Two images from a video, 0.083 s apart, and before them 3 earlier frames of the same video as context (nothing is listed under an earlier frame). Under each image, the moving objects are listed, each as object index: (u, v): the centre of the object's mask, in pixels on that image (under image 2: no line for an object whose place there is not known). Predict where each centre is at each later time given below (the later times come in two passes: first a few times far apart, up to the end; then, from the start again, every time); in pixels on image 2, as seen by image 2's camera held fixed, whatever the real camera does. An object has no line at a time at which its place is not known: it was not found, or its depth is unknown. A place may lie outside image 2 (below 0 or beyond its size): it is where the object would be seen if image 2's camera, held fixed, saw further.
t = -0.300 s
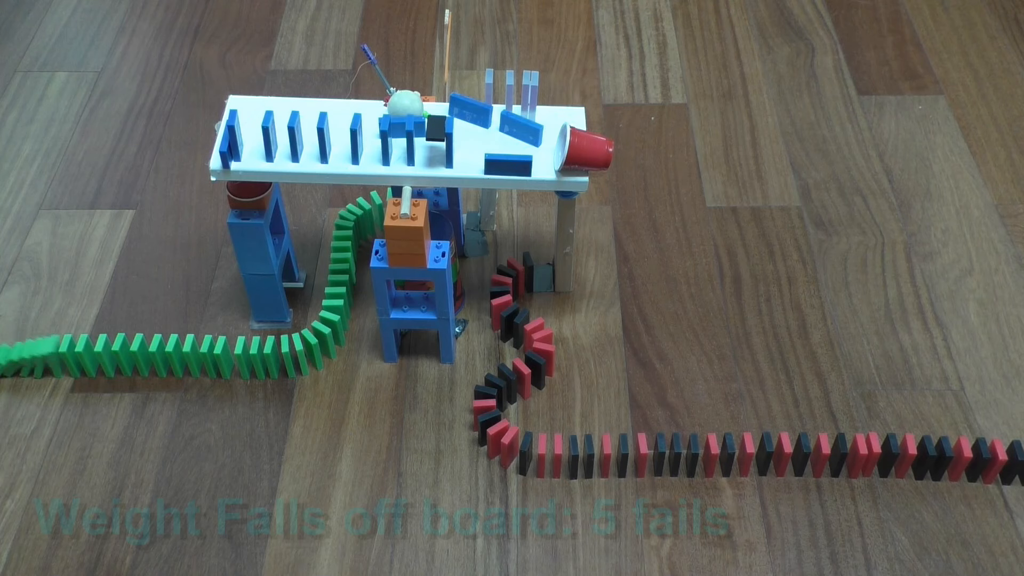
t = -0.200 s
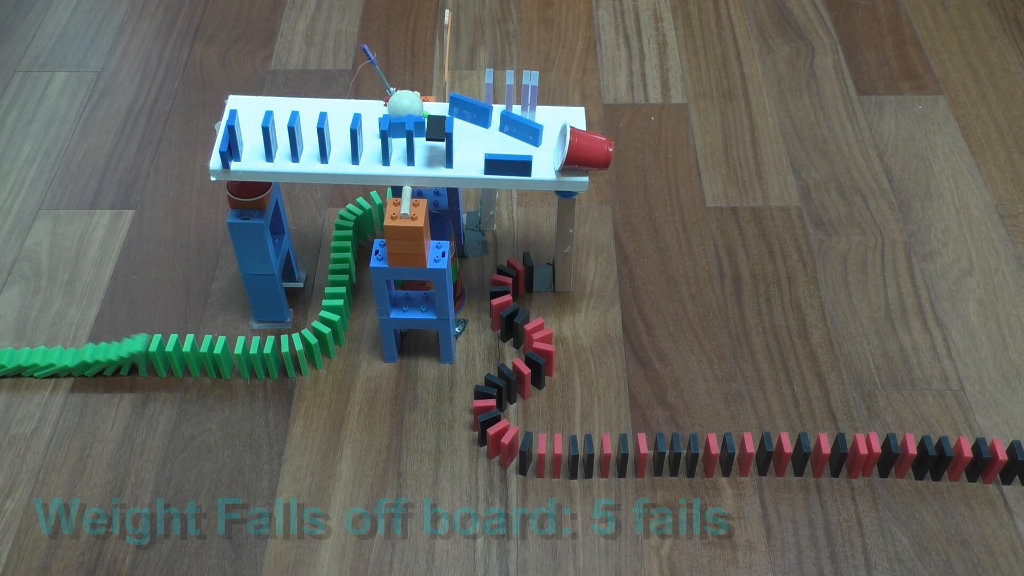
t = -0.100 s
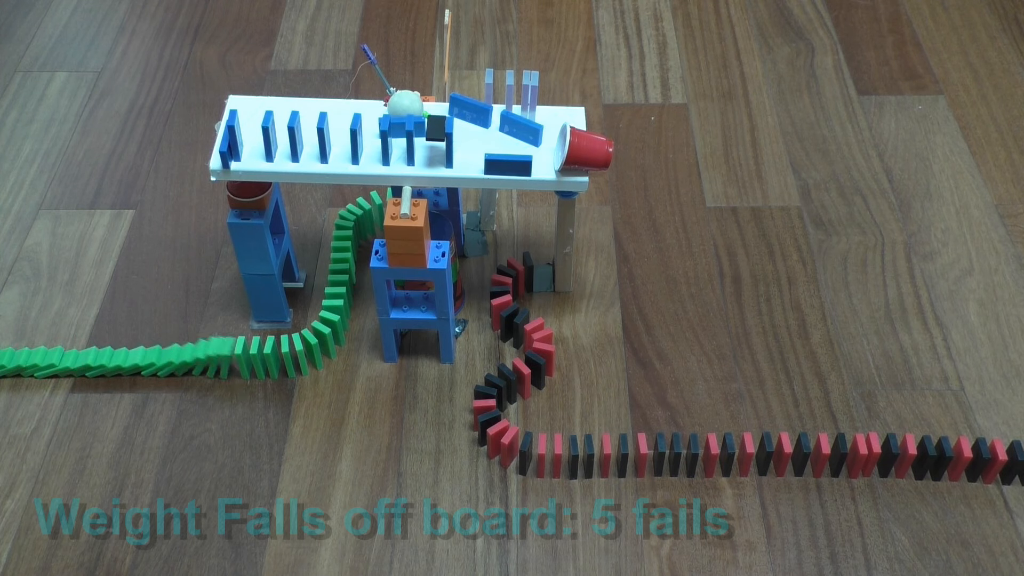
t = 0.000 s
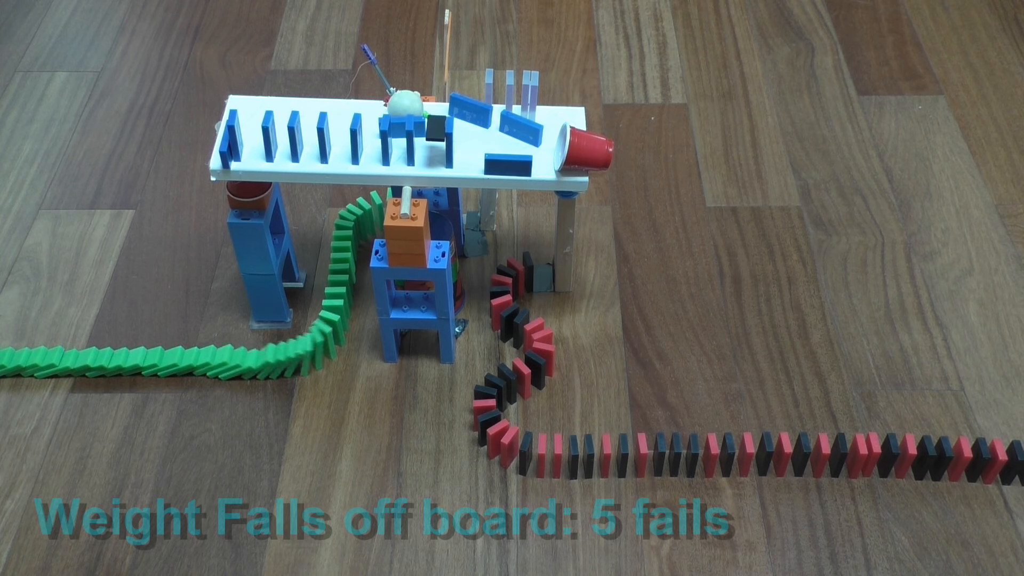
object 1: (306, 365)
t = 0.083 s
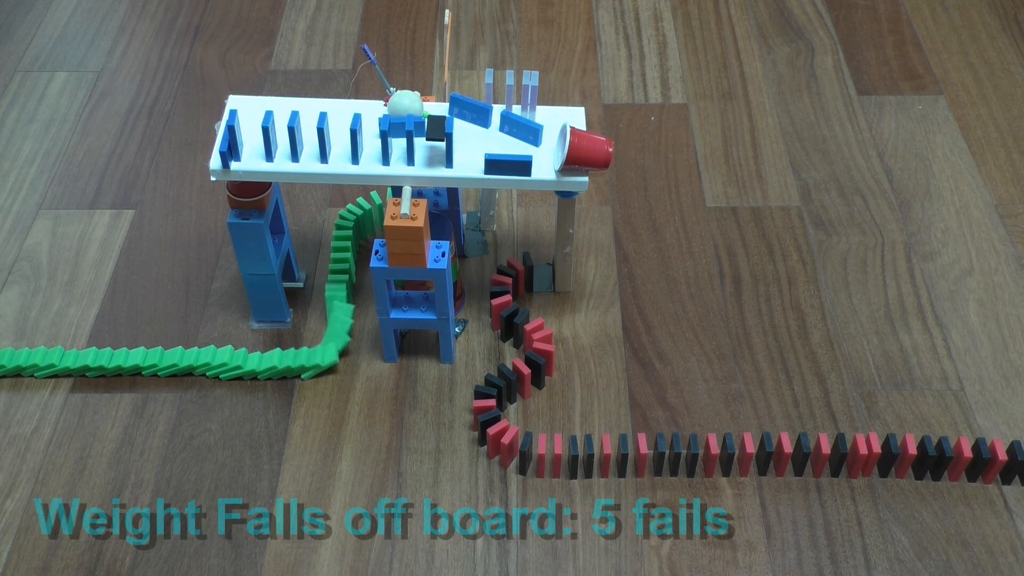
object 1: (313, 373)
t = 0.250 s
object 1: (317, 377)
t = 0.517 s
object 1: (325, 371)
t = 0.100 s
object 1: (313, 374)
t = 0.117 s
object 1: (311, 376)
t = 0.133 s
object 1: (311, 376)
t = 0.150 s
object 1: (313, 376)
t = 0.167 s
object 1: (313, 376)
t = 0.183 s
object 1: (314, 376)
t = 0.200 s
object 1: (313, 377)
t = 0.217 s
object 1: (315, 377)
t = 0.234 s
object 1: (316, 377)
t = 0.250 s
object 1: (317, 377)
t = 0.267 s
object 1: (318, 377)
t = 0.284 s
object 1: (323, 373)
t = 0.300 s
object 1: (324, 372)
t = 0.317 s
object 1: (324, 372)
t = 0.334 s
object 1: (324, 372)
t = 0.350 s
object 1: (324, 372)
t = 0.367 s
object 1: (324, 372)
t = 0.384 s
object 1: (324, 372)
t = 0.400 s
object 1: (324, 372)
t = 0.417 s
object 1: (324, 372)
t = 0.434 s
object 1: (325, 372)
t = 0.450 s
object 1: (325, 372)
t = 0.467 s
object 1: (325, 371)
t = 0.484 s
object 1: (325, 371)
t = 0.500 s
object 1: (325, 371)
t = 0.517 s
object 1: (325, 371)
